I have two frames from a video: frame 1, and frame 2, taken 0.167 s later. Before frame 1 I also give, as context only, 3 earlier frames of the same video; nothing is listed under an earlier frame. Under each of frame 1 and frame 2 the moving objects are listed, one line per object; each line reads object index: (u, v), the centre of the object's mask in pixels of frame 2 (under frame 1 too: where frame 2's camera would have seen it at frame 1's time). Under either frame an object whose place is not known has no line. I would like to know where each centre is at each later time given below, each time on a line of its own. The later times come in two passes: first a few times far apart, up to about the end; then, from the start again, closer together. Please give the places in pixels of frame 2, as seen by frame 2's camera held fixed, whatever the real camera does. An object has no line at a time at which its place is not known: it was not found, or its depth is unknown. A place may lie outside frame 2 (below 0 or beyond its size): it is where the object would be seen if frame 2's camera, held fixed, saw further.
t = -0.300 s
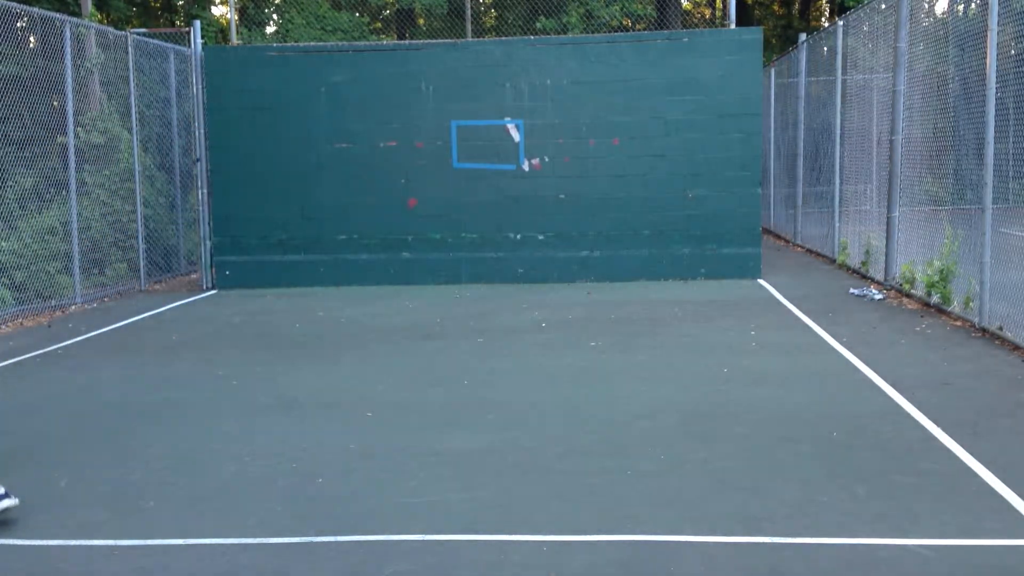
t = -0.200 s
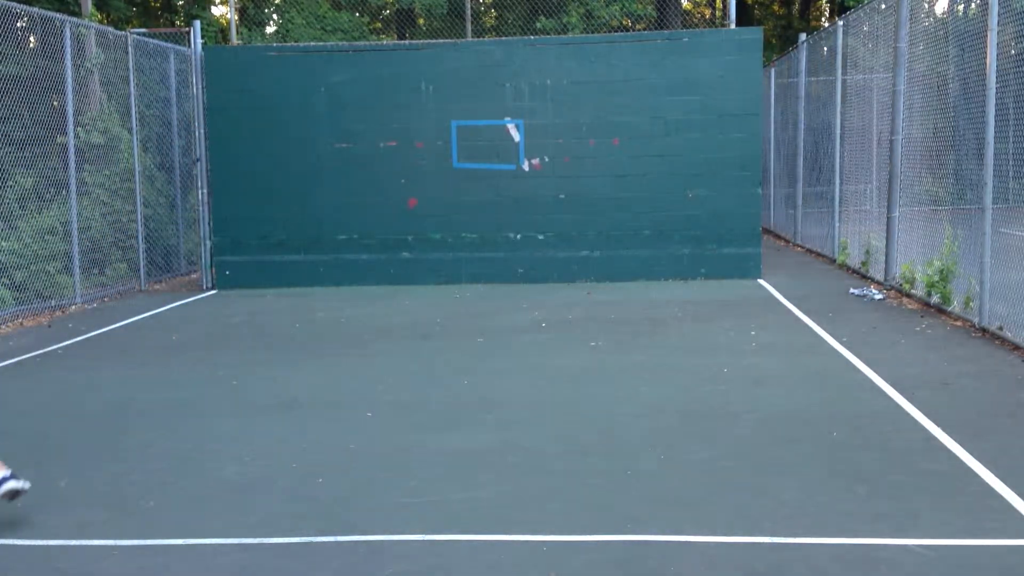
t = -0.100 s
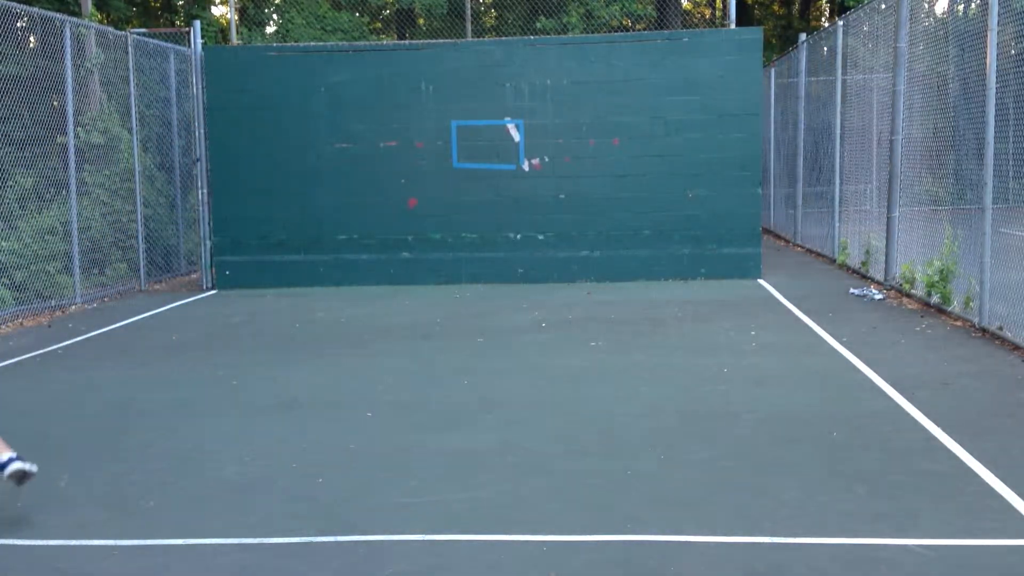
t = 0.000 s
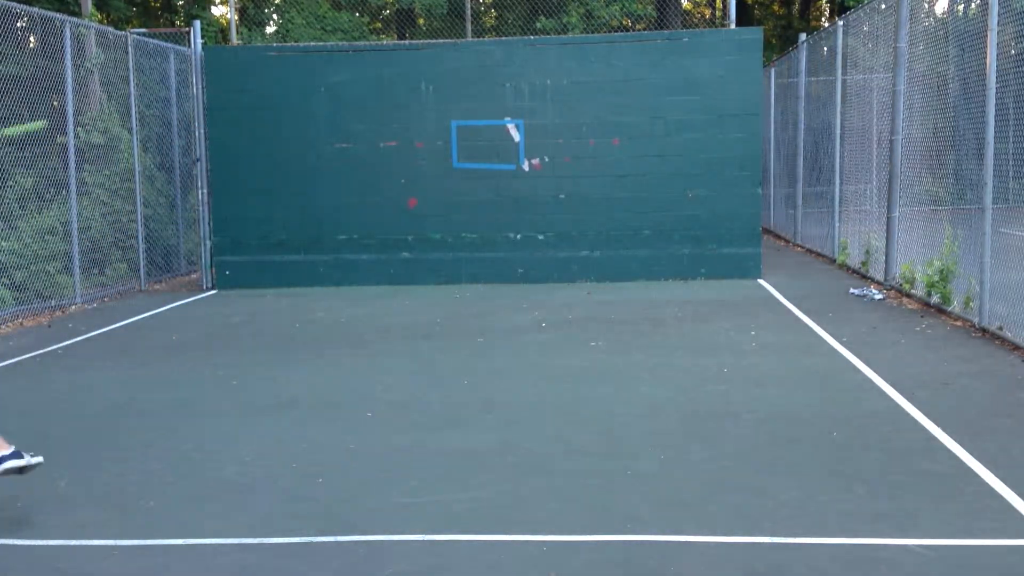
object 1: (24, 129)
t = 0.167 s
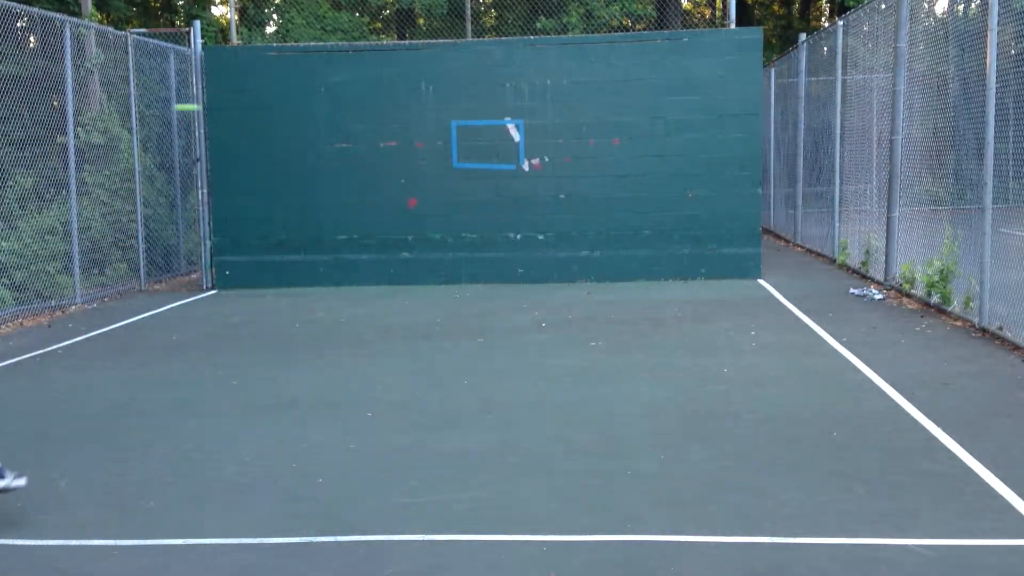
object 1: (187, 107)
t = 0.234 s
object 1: (230, 111)
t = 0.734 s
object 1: (221, 205)
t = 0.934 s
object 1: (163, 341)
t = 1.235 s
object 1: (62, 246)
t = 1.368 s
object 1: (9, 219)
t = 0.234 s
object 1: (230, 111)
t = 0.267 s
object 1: (248, 114)
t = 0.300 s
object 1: (265, 118)
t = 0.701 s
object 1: (230, 190)
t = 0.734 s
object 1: (221, 205)
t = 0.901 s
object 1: (174, 312)
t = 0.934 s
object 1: (163, 341)
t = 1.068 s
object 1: (120, 313)
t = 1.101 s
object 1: (110, 298)
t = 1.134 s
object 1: (98, 283)
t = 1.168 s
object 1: (86, 269)
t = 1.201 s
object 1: (74, 256)
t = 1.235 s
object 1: (62, 246)
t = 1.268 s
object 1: (48, 236)
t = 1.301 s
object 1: (35, 228)
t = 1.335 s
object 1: (22, 223)
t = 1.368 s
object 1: (9, 219)
